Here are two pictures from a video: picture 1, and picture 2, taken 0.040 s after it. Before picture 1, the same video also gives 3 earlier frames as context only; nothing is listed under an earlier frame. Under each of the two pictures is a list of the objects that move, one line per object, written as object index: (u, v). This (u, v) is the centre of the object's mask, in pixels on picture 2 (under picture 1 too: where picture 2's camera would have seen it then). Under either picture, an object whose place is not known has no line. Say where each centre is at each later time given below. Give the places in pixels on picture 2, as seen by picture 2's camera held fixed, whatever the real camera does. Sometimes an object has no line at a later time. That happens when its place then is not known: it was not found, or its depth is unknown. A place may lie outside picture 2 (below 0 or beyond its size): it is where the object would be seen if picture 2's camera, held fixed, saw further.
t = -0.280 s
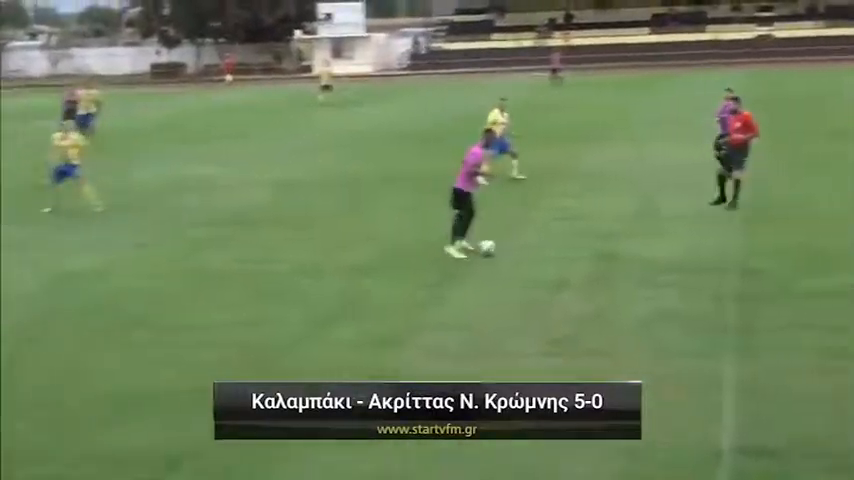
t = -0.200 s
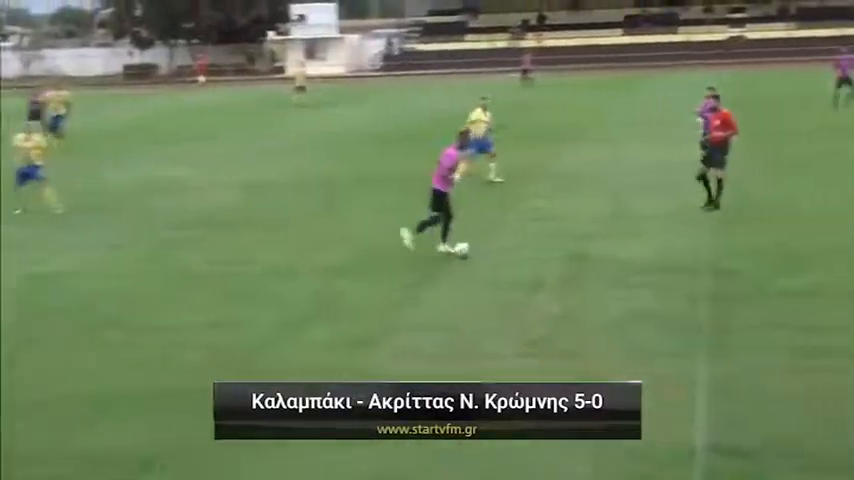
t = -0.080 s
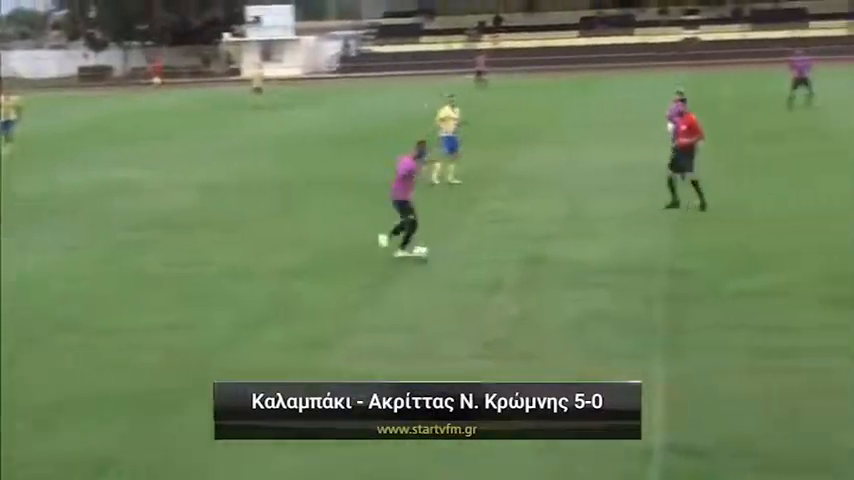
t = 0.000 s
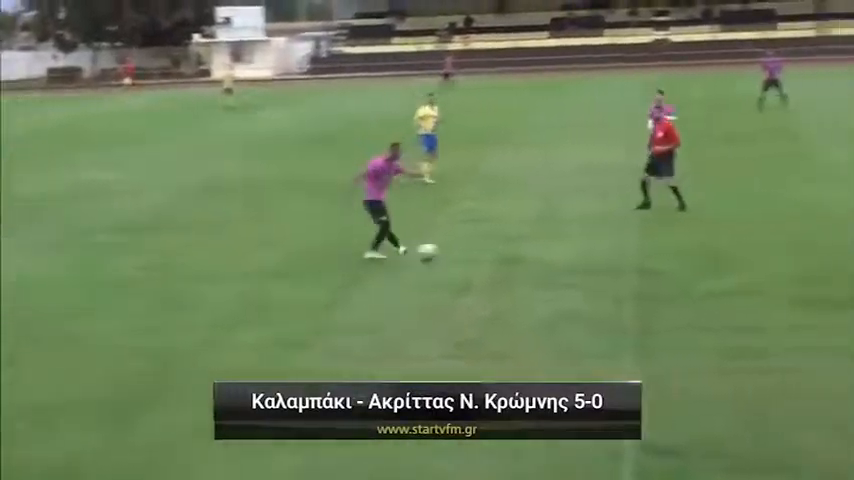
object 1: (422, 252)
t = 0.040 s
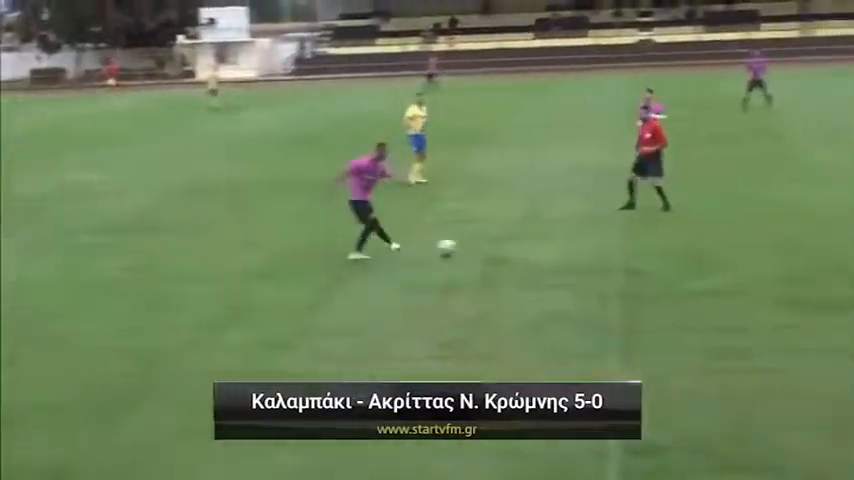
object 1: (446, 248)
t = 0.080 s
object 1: (470, 244)
